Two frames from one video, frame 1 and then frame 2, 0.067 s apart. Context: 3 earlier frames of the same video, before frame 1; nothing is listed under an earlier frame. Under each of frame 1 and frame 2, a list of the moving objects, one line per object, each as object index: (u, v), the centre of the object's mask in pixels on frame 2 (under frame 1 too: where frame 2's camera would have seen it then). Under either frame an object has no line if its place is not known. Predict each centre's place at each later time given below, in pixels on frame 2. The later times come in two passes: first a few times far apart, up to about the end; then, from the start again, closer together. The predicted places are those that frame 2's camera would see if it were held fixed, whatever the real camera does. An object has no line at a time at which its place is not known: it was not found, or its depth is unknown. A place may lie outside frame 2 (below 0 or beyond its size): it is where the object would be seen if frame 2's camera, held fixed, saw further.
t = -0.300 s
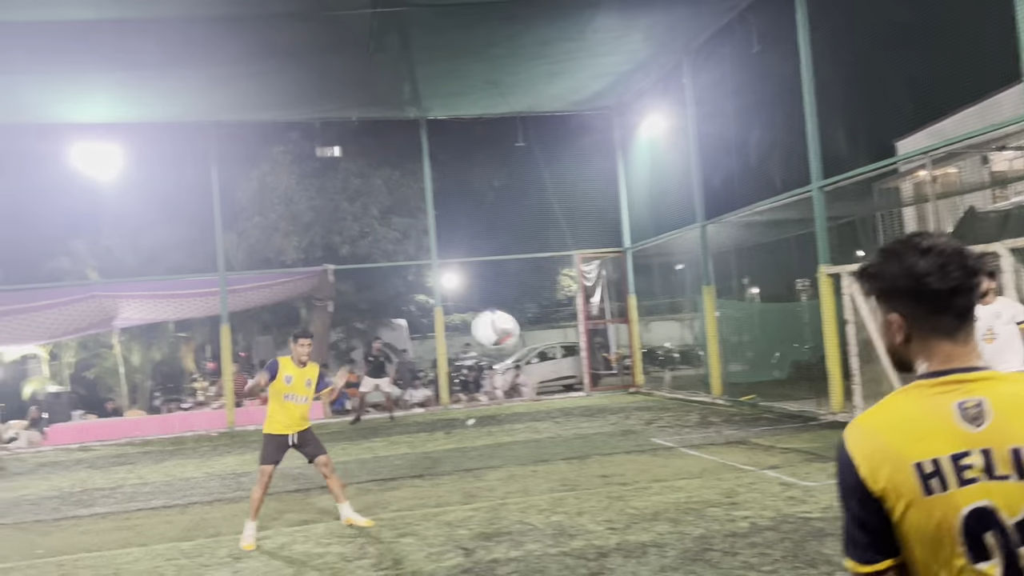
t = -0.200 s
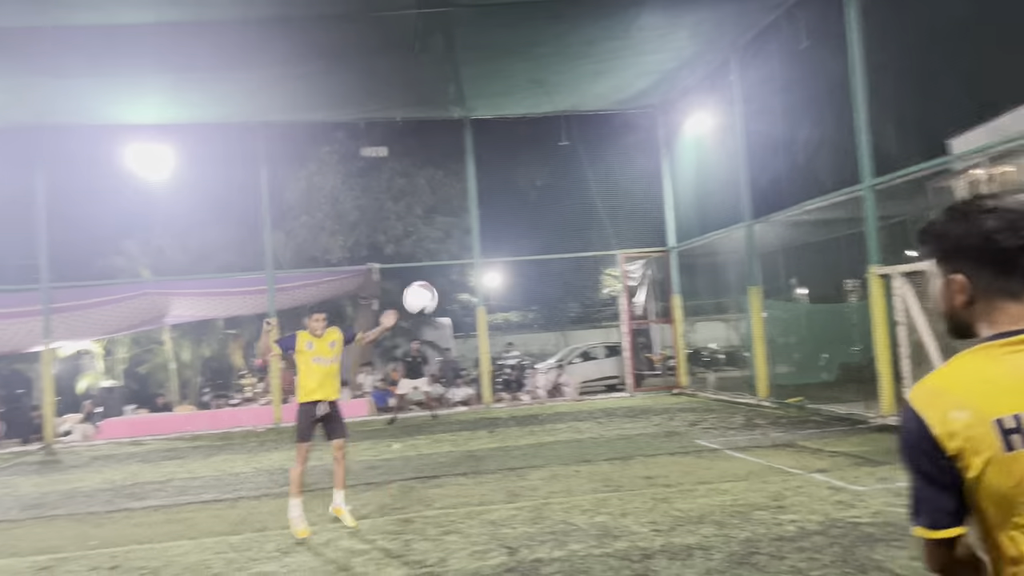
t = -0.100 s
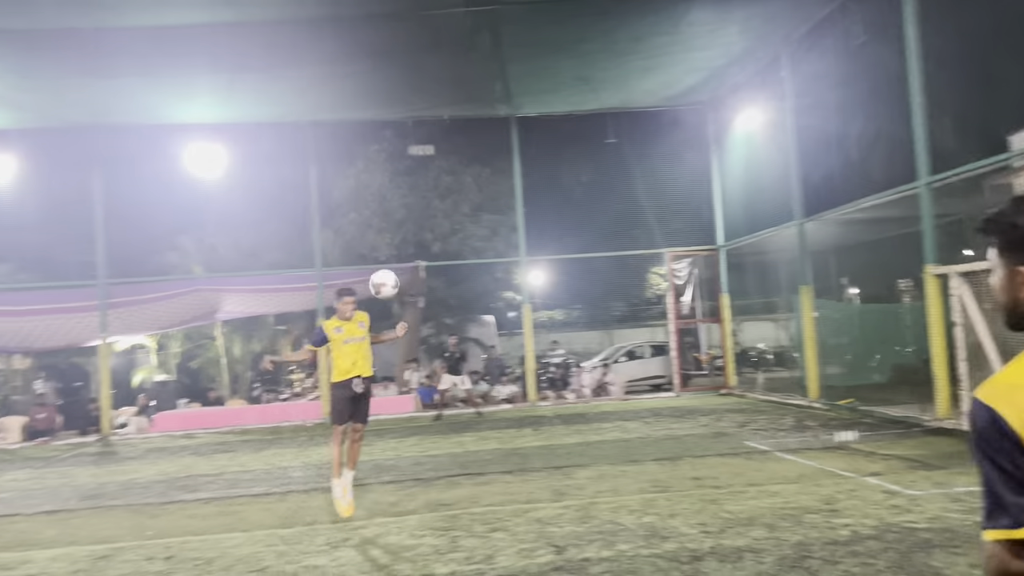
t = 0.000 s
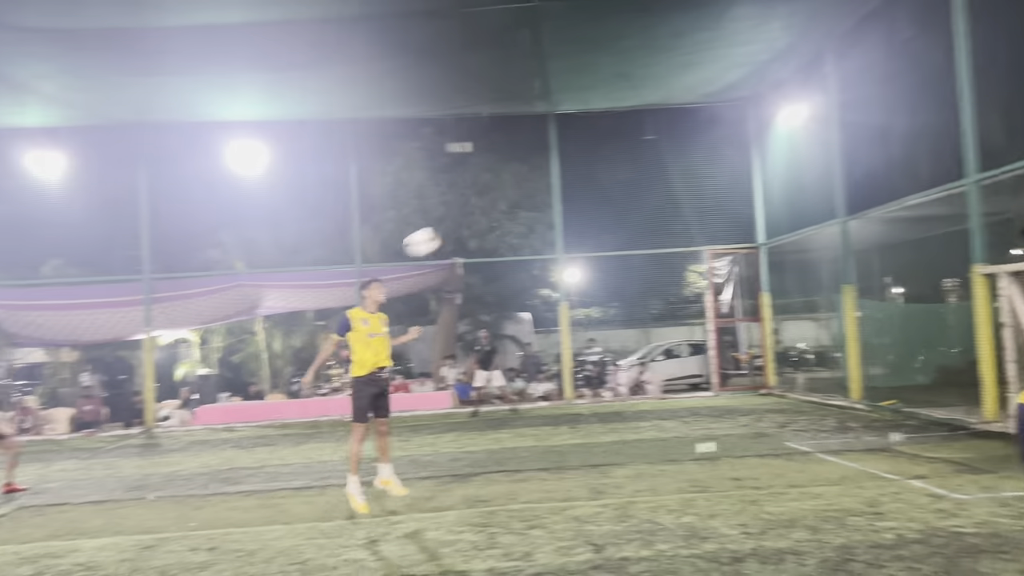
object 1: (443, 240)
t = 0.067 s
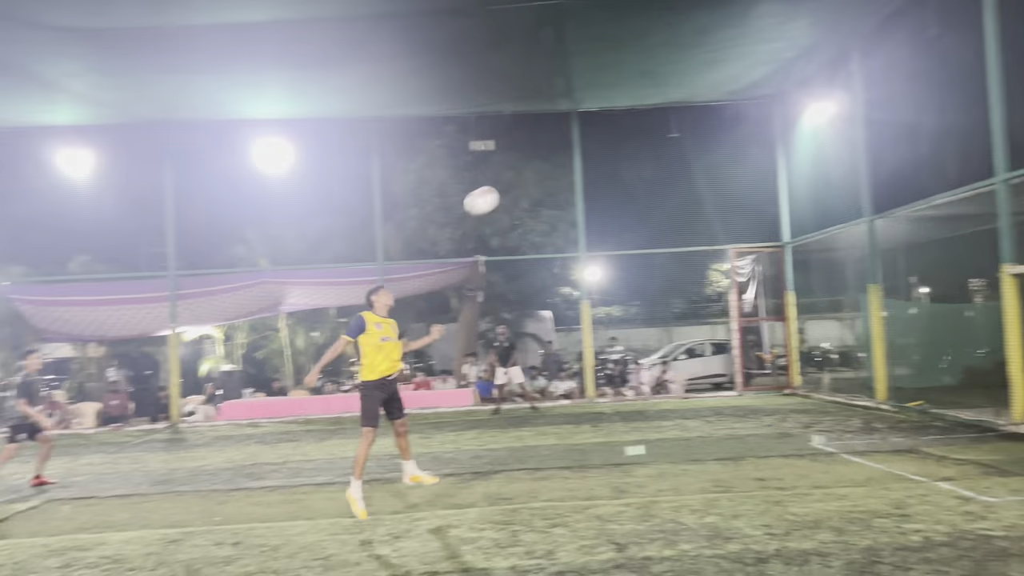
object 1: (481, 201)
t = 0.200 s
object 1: (553, 141)
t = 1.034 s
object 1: (879, 205)
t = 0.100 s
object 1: (500, 184)
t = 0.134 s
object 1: (519, 168)
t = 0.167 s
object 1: (535, 154)
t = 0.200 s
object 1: (553, 141)
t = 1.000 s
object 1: (869, 191)
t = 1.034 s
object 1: (879, 205)
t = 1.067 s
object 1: (889, 220)
